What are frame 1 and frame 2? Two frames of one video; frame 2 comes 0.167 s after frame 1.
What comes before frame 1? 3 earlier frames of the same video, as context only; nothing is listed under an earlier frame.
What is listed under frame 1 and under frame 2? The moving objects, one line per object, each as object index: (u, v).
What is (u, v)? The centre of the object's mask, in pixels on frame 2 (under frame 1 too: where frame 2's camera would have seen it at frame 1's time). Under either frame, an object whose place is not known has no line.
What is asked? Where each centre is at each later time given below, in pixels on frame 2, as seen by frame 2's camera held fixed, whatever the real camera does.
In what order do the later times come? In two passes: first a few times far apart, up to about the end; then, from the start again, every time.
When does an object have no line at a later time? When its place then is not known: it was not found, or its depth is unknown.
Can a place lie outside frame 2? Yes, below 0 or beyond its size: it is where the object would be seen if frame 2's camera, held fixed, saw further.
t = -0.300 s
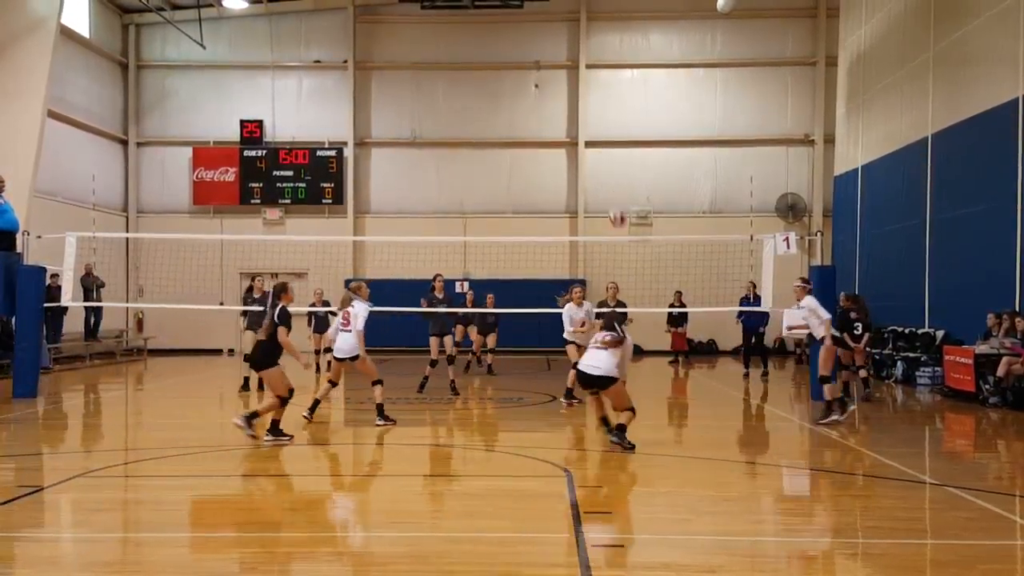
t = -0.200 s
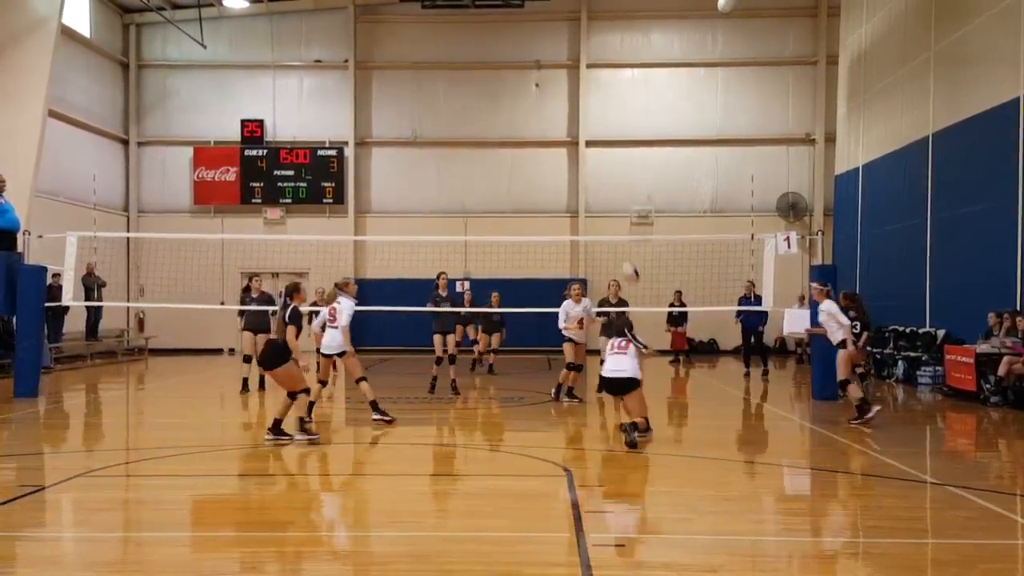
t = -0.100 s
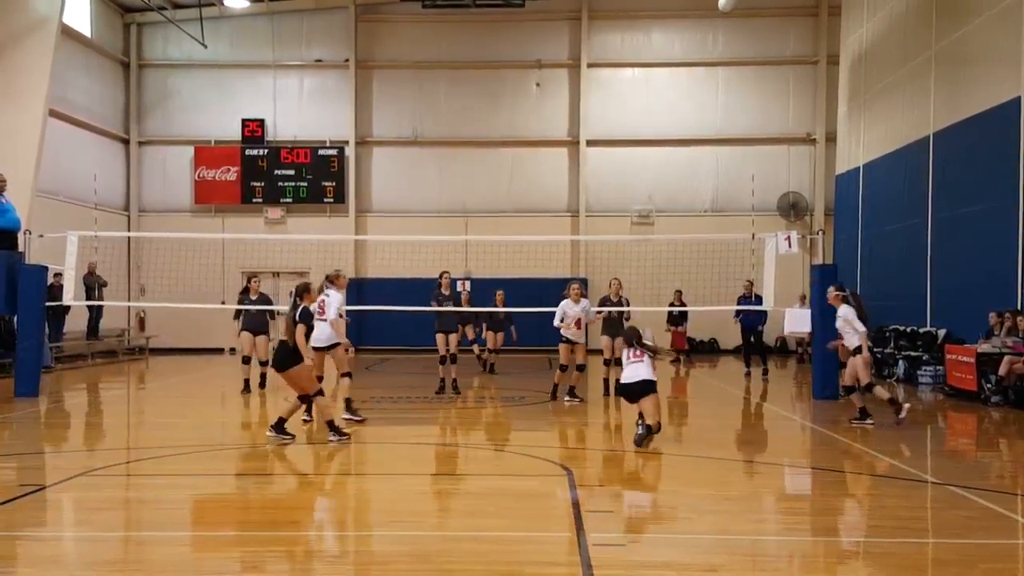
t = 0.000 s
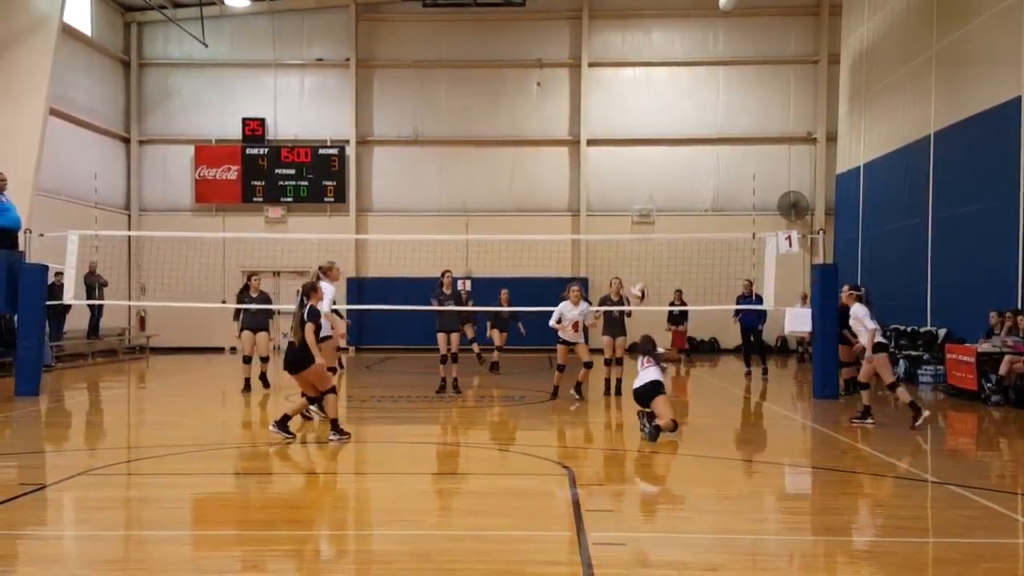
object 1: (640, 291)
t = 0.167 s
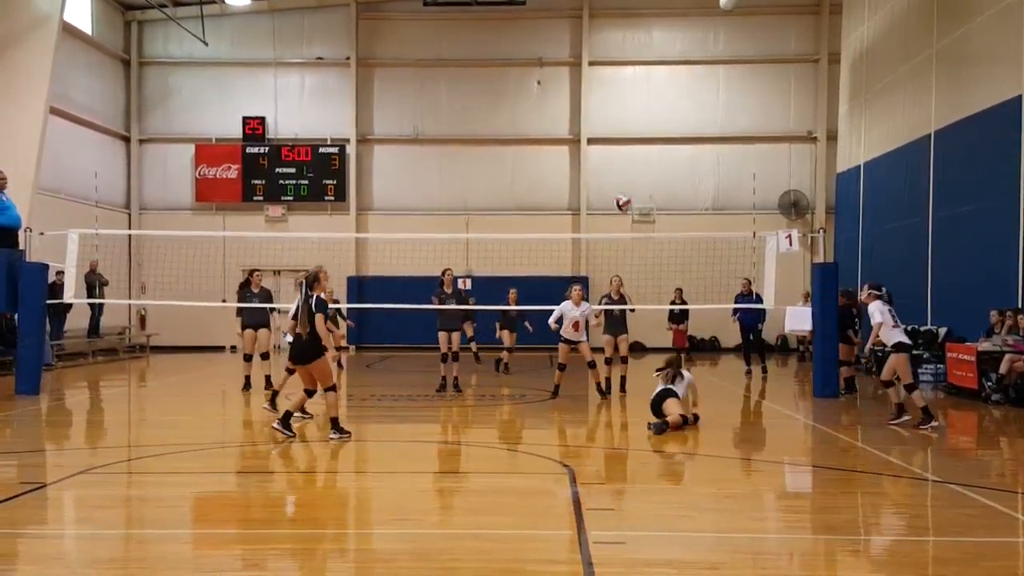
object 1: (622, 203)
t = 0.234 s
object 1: (616, 174)
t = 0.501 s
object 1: (590, 103)
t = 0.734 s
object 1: (568, 91)
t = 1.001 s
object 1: (546, 131)
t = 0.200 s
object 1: (619, 189)
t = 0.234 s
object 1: (616, 174)
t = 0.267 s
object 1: (613, 162)
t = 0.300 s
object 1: (609, 150)
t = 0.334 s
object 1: (606, 140)
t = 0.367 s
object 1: (603, 131)
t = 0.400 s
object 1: (599, 122)
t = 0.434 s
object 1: (597, 115)
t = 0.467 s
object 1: (593, 109)
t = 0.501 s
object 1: (590, 103)
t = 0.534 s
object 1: (587, 99)
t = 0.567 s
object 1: (584, 94)
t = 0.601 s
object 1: (581, 92)
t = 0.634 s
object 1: (578, 90)
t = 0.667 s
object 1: (575, 90)
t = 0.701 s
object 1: (572, 89)
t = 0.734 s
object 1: (568, 91)
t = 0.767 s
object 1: (565, 93)
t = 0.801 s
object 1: (562, 96)
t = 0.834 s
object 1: (559, 100)
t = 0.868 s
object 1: (557, 105)
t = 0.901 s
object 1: (554, 110)
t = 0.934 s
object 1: (551, 117)
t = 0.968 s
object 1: (548, 124)
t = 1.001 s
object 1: (546, 131)
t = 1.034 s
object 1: (542, 141)
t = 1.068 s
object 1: (539, 150)
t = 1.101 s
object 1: (537, 162)
